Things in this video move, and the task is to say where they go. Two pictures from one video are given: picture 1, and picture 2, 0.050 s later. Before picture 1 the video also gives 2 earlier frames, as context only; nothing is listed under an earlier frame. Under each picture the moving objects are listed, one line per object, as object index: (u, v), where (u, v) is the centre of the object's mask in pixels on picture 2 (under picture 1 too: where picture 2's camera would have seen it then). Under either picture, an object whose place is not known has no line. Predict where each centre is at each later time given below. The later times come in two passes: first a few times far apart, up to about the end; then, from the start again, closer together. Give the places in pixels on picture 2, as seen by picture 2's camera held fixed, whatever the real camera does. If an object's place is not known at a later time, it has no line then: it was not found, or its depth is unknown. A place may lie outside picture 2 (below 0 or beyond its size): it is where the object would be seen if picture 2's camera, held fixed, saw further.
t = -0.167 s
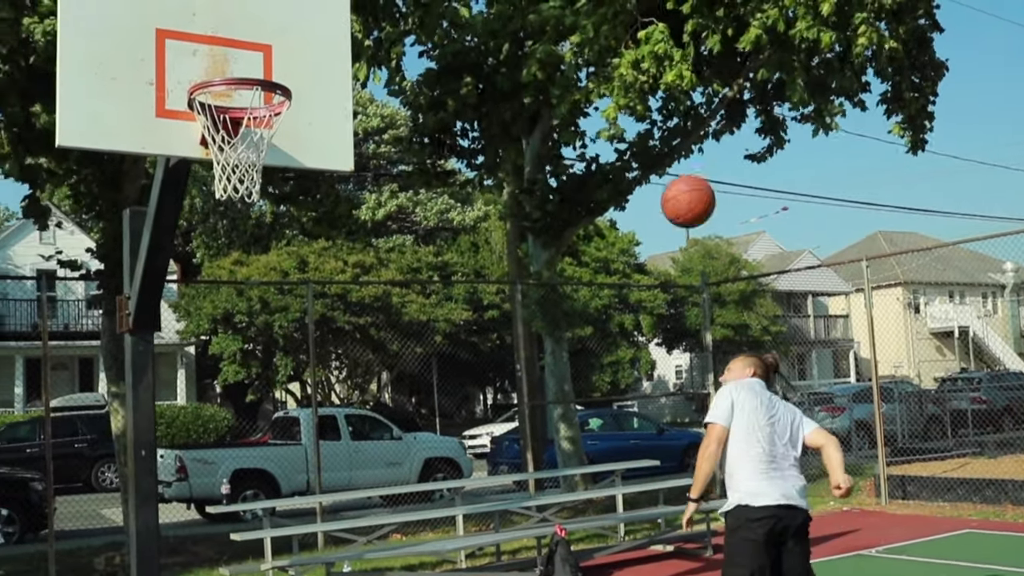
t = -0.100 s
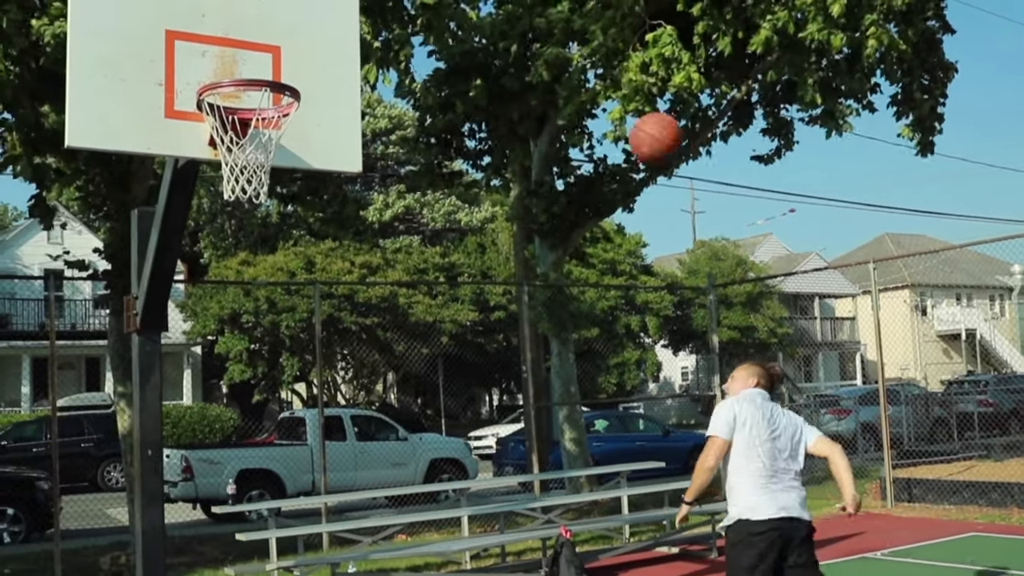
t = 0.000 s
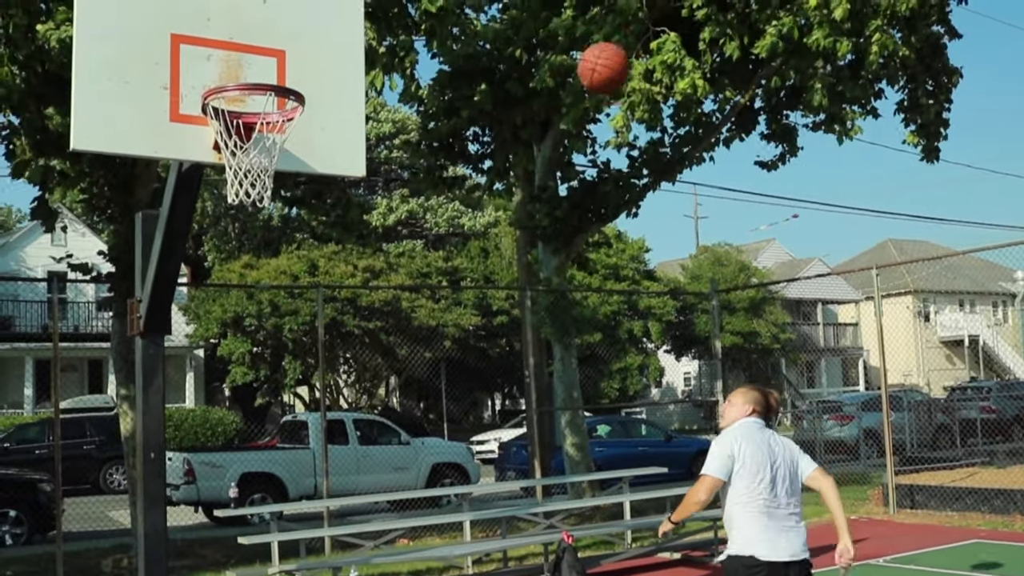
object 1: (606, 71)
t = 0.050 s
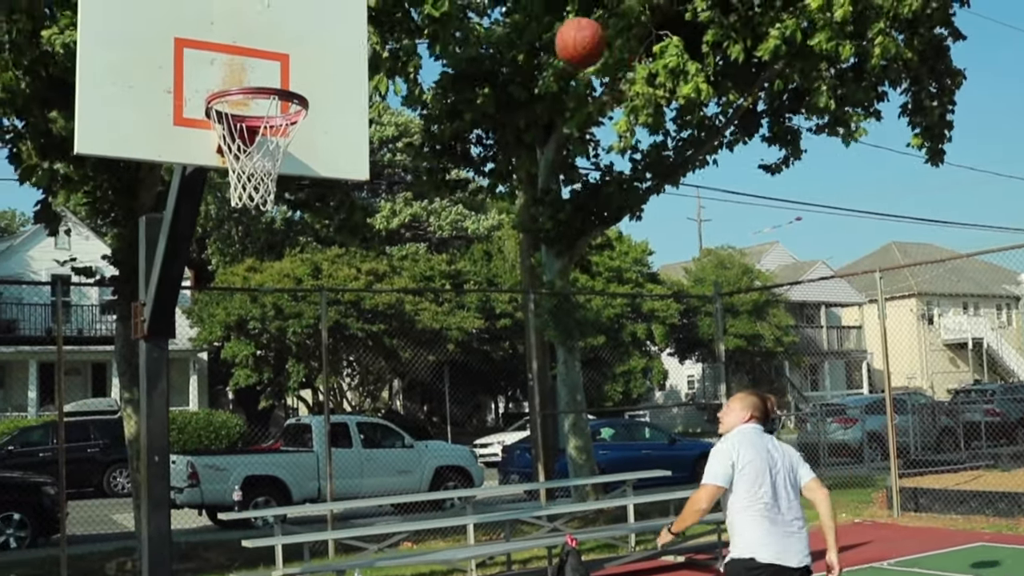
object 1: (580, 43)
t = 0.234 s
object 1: (491, -5)
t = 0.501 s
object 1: (376, 22)
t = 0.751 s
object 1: (323, 127)
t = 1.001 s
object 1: (425, 210)
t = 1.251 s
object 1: (537, 425)
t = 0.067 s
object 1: (571, 34)
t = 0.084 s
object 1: (562, 28)
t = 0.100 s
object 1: (554, 21)
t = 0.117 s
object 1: (545, 15)
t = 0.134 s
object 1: (537, 10)
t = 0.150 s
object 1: (530, 8)
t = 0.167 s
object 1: (522, 6)
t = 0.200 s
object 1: (506, -1)
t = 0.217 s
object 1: (498, -3)
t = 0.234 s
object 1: (491, -5)
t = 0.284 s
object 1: (468, -10)
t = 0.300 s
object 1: (460, -10)
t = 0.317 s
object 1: (453, -11)
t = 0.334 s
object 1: (446, -11)
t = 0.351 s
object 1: (439, -11)
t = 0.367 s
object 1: (432, -10)
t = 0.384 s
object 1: (427, -10)
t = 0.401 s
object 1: (417, -9)
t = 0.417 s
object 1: (410, -5)
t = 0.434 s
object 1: (403, -1)
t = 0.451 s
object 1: (396, 4)
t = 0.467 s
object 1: (389, 9)
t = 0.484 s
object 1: (382, 16)
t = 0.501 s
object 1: (376, 22)
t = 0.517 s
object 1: (369, 28)
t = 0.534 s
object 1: (362, 36)
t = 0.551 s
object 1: (355, 43)
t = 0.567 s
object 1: (347, 52)
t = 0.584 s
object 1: (340, 61)
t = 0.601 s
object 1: (333, 70)
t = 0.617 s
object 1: (327, 80)
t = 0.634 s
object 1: (321, 90)
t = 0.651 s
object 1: (318, 100)
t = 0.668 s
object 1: (316, 109)
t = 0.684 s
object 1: (317, 113)
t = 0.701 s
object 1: (318, 116)
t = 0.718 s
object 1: (319, 121)
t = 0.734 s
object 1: (320, 125)
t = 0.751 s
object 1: (323, 127)
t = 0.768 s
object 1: (329, 128)
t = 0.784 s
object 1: (335, 130)
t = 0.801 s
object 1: (342, 133)
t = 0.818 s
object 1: (348, 136)
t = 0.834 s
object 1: (355, 140)
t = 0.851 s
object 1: (362, 145)
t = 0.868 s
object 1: (368, 150)
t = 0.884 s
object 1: (376, 156)
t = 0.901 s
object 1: (383, 162)
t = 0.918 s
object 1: (389, 168)
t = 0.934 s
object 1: (396, 175)
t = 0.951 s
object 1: (402, 183)
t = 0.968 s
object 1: (410, 192)
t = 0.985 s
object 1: (417, 201)
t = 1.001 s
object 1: (425, 210)
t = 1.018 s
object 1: (431, 220)
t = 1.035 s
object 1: (439, 231)
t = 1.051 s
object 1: (446, 242)
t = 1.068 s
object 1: (454, 254)
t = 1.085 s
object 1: (461, 266)
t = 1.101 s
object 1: (468, 279)
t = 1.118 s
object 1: (476, 293)
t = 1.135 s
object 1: (483, 307)
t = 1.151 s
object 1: (491, 322)
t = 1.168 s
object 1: (499, 338)
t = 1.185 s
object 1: (506, 353)
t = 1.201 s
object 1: (514, 371)
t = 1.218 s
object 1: (521, 388)
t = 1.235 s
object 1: (530, 406)
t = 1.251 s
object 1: (537, 425)
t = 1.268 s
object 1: (546, 445)
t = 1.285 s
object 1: (554, 465)
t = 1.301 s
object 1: (562, 487)
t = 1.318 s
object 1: (570, 508)
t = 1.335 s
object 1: (579, 531)
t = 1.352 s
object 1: (585, 545)
